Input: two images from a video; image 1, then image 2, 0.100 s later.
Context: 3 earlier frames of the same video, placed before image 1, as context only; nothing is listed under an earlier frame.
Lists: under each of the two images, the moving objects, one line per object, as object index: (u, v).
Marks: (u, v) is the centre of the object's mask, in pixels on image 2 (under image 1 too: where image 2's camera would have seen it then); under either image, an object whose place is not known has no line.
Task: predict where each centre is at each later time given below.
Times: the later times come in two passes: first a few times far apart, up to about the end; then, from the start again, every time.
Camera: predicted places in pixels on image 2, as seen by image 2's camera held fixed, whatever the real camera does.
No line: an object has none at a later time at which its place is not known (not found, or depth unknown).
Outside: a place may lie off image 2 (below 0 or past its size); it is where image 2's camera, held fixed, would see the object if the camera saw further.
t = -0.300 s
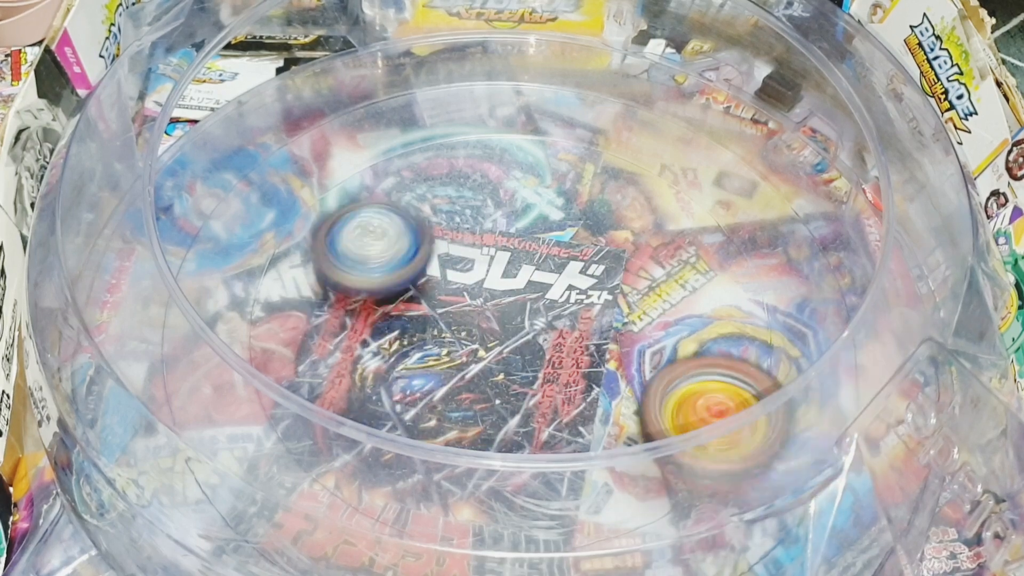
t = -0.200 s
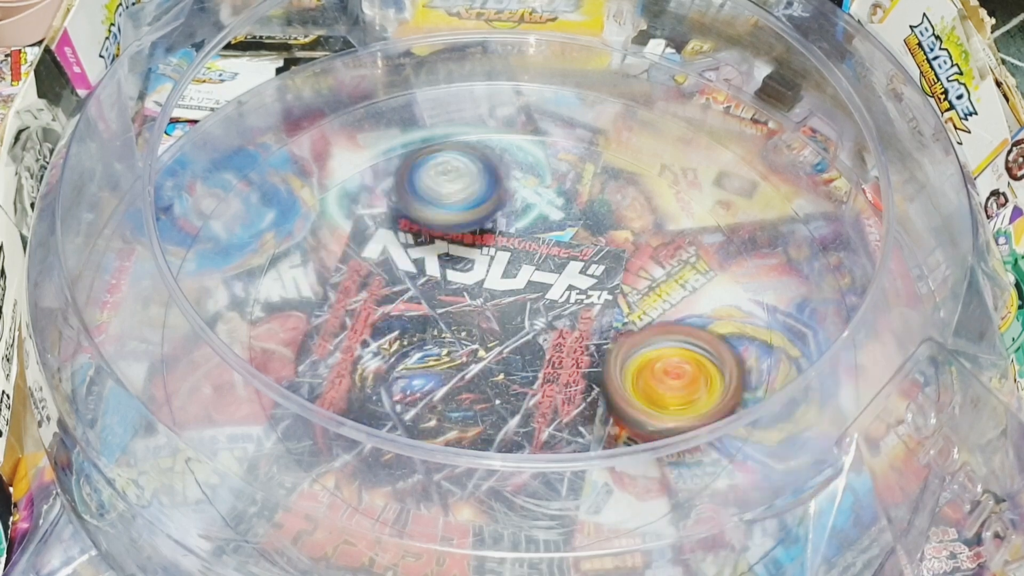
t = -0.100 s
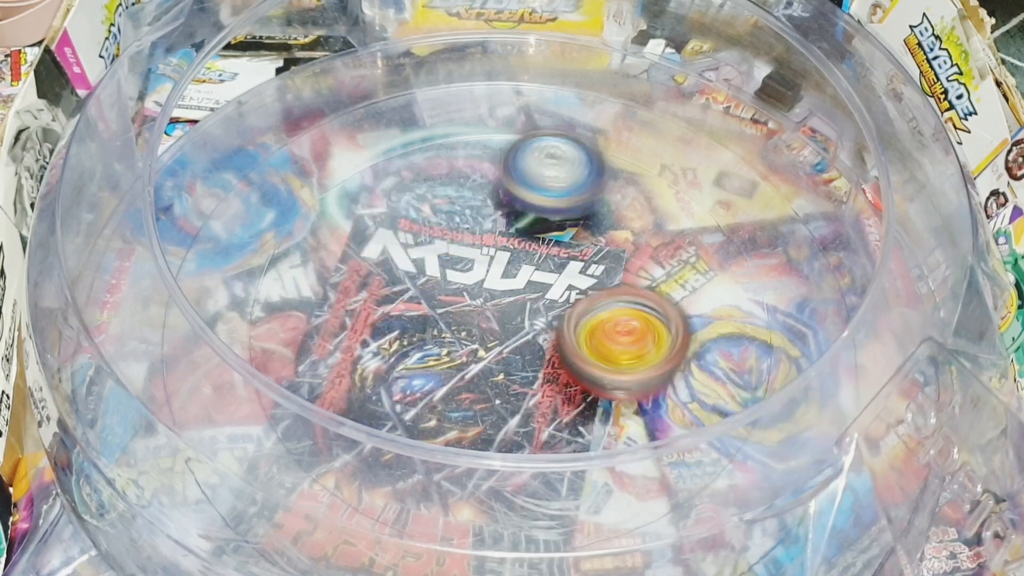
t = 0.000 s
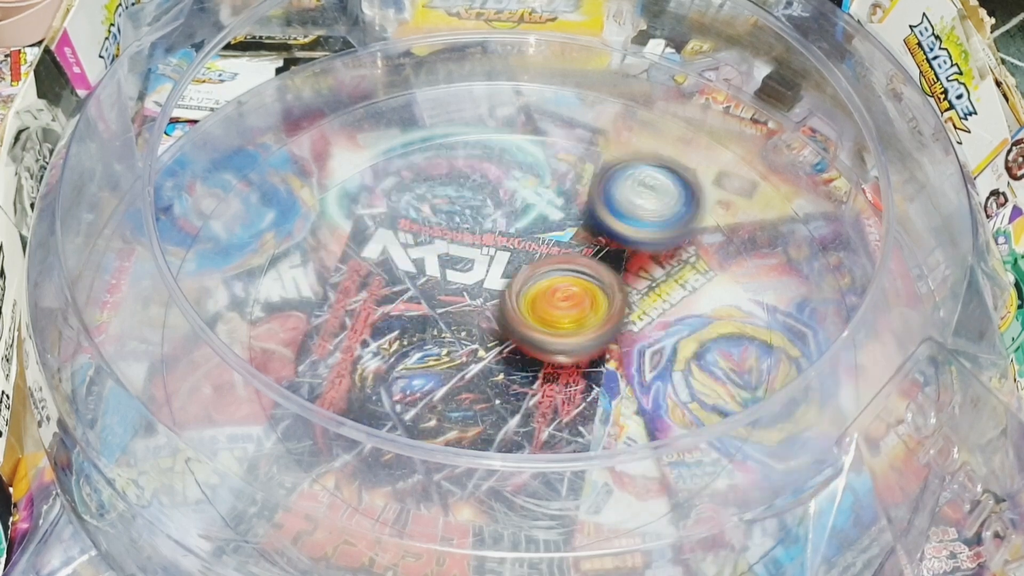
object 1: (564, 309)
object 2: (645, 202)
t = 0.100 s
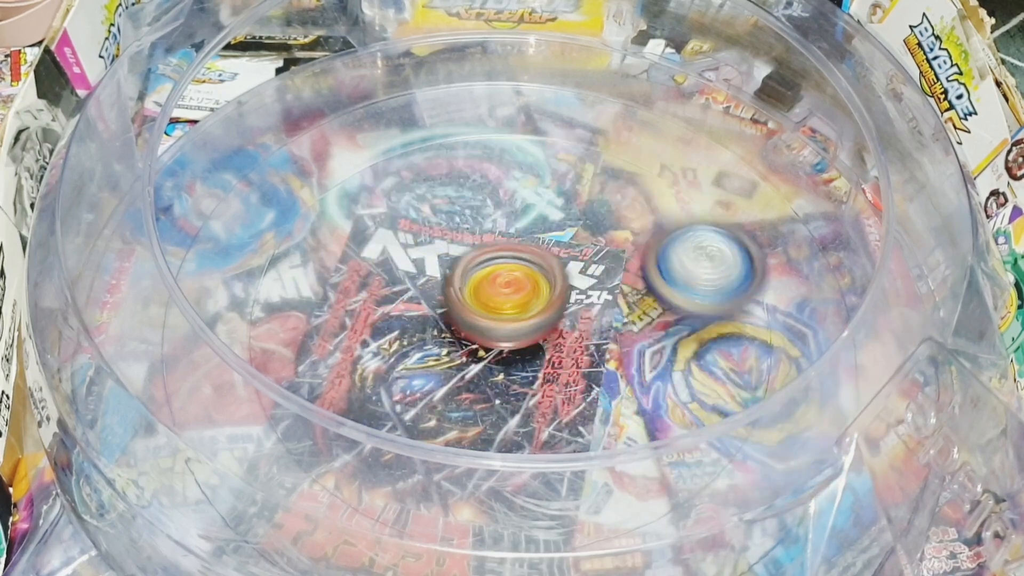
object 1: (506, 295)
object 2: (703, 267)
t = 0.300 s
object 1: (453, 343)
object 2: (627, 426)
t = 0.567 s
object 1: (451, 321)
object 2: (417, 461)
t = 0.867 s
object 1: (504, 245)
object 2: (381, 301)
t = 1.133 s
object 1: (503, 161)
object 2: (571, 297)
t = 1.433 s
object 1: (408, 214)
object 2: (524, 417)
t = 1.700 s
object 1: (482, 247)
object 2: (403, 393)
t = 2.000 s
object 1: (591, 167)
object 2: (422, 347)
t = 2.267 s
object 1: (649, 55)
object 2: (528, 328)
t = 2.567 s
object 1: (674, 66)
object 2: (543, 384)
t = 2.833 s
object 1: (710, 84)
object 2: (506, 339)
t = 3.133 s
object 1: (746, 117)
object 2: (590, 323)
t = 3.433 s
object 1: (737, 164)
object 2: (556, 342)
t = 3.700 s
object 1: (711, 209)
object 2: (546, 286)
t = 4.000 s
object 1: (594, 227)
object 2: (489, 300)
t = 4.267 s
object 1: (562, 215)
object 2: (419, 290)
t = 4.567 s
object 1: (559, 268)
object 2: (393, 251)
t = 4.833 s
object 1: (566, 308)
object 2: (450, 247)
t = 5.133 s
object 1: (660, 353)
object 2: (491, 297)
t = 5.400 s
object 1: (649, 334)
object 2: (486, 352)
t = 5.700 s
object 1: (595, 321)
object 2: (424, 352)
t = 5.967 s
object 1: (585, 326)
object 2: (446, 303)
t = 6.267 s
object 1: (625, 337)
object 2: (475, 274)
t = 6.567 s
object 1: (611, 352)
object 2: (510, 287)
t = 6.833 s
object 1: (597, 370)
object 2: (497, 289)
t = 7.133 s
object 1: (563, 376)
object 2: (498, 285)
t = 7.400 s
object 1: (531, 381)
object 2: (509, 263)
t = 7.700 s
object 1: (488, 382)
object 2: (553, 263)
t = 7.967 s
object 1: (445, 370)
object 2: (565, 291)
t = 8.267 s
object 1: (399, 347)
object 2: (535, 297)
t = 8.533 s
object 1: (408, 320)
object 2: (544, 296)
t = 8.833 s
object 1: (430, 288)
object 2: (562, 316)
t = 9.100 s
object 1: (448, 263)
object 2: (553, 339)
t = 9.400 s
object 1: (477, 236)
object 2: (521, 344)
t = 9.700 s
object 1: (521, 202)
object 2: (521, 355)
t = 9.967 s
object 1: (554, 230)
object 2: (503, 343)
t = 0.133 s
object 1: (491, 296)
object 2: (712, 297)
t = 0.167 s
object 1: (478, 302)
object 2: (711, 327)
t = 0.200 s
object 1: (466, 310)
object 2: (703, 357)
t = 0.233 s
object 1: (460, 320)
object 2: (683, 381)
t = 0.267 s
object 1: (454, 332)
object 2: (657, 400)
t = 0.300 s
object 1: (453, 343)
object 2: (627, 426)
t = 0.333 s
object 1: (459, 353)
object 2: (592, 441)
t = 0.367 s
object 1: (466, 360)
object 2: (554, 452)
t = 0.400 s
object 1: (459, 353)
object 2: (537, 470)
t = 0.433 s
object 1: (451, 342)
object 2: (516, 483)
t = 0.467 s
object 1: (448, 334)
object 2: (485, 485)
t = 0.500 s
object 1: (447, 328)
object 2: (461, 482)
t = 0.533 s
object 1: (449, 323)
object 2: (440, 475)
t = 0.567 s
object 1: (451, 321)
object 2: (417, 461)
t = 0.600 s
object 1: (453, 319)
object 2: (399, 439)
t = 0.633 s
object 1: (456, 318)
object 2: (387, 418)
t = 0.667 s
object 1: (460, 317)
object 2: (380, 388)
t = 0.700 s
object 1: (467, 305)
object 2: (363, 378)
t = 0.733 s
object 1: (480, 289)
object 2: (351, 367)
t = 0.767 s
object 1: (489, 276)
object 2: (347, 355)
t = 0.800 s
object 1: (497, 264)
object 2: (353, 337)
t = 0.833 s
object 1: (502, 255)
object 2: (365, 318)
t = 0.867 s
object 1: (504, 245)
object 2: (381, 301)
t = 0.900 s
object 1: (505, 234)
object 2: (400, 289)
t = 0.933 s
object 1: (517, 217)
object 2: (413, 286)
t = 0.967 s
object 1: (523, 202)
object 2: (431, 283)
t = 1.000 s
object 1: (526, 189)
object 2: (458, 279)
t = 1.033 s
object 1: (526, 179)
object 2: (483, 278)
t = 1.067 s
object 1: (521, 170)
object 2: (515, 280)
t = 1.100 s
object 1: (513, 164)
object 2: (544, 287)
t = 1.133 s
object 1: (503, 161)
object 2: (571, 297)
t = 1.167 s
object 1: (490, 159)
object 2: (592, 310)
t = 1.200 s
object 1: (474, 160)
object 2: (608, 327)
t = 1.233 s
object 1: (458, 162)
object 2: (617, 346)
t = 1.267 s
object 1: (442, 166)
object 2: (617, 364)
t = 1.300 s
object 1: (430, 172)
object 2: (610, 383)
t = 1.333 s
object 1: (421, 180)
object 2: (595, 398)
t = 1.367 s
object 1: (414, 190)
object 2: (574, 408)
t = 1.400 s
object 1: (410, 201)
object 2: (548, 414)
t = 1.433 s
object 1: (408, 214)
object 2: (524, 417)
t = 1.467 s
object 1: (409, 227)
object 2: (498, 416)
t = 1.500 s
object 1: (413, 242)
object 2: (476, 412)
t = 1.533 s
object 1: (419, 256)
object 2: (454, 405)
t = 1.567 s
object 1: (429, 270)
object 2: (434, 395)
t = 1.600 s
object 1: (441, 278)
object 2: (420, 387)
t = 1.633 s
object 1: (456, 264)
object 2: (414, 393)
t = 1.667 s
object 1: (468, 254)
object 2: (407, 395)
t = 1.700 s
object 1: (482, 247)
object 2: (403, 393)
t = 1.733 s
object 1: (494, 245)
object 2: (400, 389)
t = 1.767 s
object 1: (504, 246)
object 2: (400, 382)
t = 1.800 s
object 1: (511, 248)
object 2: (403, 370)
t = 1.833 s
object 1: (516, 251)
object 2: (411, 356)
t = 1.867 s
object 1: (518, 253)
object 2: (425, 340)
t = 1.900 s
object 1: (527, 251)
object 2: (431, 336)
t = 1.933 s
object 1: (553, 219)
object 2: (423, 343)
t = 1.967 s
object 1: (572, 194)
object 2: (421, 347)
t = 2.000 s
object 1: (591, 167)
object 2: (422, 347)
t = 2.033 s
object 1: (603, 139)
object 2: (429, 343)
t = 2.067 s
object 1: (612, 116)
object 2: (437, 338)
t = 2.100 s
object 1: (619, 101)
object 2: (452, 331)
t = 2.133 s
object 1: (627, 86)
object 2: (466, 326)
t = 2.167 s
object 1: (632, 71)
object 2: (483, 323)
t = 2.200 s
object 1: (634, 67)
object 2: (499, 324)
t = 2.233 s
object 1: (642, 61)
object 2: (514, 325)
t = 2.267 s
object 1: (649, 55)
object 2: (528, 328)
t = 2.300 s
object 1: (647, 58)
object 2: (540, 334)
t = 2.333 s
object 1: (646, 62)
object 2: (549, 342)
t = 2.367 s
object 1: (647, 64)
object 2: (556, 349)
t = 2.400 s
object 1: (650, 65)
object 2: (560, 357)
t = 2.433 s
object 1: (655, 64)
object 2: (562, 366)
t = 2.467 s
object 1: (662, 63)
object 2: (560, 373)
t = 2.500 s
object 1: (668, 62)
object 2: (556, 378)
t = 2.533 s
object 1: (672, 63)
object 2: (550, 381)
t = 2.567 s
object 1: (674, 66)
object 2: (543, 384)
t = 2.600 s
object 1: (680, 67)
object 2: (537, 385)
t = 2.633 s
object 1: (686, 68)
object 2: (528, 384)
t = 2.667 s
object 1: (689, 70)
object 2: (520, 380)
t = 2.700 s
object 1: (692, 74)
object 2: (511, 375)
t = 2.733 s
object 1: (697, 76)
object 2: (505, 367)
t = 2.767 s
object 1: (702, 78)
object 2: (502, 358)
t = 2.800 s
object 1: (706, 81)
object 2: (503, 349)
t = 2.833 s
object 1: (710, 84)
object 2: (506, 339)
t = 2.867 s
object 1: (714, 87)
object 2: (513, 331)
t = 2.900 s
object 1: (719, 90)
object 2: (522, 324)
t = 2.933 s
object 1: (723, 93)
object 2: (533, 318)
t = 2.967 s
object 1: (728, 97)
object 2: (545, 314)
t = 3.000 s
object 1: (731, 100)
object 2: (557, 312)
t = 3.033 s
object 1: (736, 104)
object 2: (568, 312)
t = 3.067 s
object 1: (739, 107)
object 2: (578, 315)
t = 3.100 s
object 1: (742, 112)
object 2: (585, 318)
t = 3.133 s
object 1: (746, 117)
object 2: (590, 323)
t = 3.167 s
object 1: (749, 121)
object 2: (595, 328)
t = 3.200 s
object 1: (752, 126)
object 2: (598, 333)
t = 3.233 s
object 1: (754, 130)
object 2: (597, 338)
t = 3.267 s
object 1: (754, 135)
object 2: (594, 342)
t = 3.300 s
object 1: (747, 141)
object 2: (589, 345)
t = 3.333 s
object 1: (740, 148)
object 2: (582, 347)
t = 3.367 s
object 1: (737, 153)
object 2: (574, 348)
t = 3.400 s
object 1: (737, 159)
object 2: (565, 346)
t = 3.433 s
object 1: (737, 164)
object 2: (556, 342)
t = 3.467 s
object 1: (737, 171)
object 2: (548, 337)
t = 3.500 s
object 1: (738, 176)
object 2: (543, 330)
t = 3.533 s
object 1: (737, 182)
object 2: (539, 322)
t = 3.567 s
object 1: (736, 187)
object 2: (537, 314)
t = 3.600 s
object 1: (734, 192)
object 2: (537, 306)
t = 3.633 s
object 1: (731, 197)
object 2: (538, 298)
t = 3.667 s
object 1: (726, 203)
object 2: (540, 292)
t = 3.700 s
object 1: (711, 209)
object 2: (546, 286)
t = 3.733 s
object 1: (694, 215)
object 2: (552, 280)
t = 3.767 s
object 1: (678, 222)
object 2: (559, 277)
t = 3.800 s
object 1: (672, 218)
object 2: (548, 286)
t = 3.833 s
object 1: (665, 214)
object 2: (536, 297)
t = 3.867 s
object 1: (653, 214)
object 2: (525, 305)
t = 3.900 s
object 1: (639, 215)
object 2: (516, 308)
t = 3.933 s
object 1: (625, 218)
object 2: (507, 308)
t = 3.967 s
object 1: (608, 223)
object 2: (500, 304)
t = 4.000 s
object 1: (594, 227)
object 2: (489, 300)
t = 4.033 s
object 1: (591, 221)
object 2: (471, 305)
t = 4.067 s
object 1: (582, 219)
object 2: (458, 307)
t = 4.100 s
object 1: (572, 220)
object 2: (449, 304)
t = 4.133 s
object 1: (563, 221)
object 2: (445, 301)
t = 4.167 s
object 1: (553, 224)
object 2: (444, 295)
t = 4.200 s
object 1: (550, 223)
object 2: (439, 291)
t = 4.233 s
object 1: (557, 216)
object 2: (425, 291)
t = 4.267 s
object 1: (562, 215)
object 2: (419, 290)
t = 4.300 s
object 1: (563, 217)
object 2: (415, 286)
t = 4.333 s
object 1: (559, 224)
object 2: (415, 282)
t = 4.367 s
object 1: (552, 232)
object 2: (416, 276)
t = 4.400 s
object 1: (542, 242)
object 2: (417, 269)
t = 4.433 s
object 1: (547, 249)
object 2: (404, 266)
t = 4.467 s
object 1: (552, 253)
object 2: (397, 264)
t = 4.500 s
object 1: (555, 259)
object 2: (394, 260)
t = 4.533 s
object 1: (558, 264)
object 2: (393, 255)
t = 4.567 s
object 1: (559, 268)
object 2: (393, 251)
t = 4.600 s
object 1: (559, 273)
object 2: (395, 245)
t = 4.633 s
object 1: (559, 277)
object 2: (398, 241)
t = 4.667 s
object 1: (559, 282)
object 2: (403, 238)
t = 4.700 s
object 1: (559, 287)
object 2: (411, 235)
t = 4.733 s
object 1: (559, 292)
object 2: (421, 236)
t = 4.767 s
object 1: (559, 296)
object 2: (432, 239)
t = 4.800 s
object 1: (559, 299)
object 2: (443, 244)
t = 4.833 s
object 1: (566, 308)
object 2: (450, 247)
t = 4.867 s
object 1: (574, 317)
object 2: (456, 248)
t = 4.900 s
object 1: (580, 324)
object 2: (465, 252)
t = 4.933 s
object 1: (582, 329)
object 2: (476, 261)
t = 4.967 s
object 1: (584, 334)
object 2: (484, 268)
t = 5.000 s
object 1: (601, 343)
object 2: (483, 271)
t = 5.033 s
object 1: (617, 350)
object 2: (482, 275)
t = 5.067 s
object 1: (634, 354)
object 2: (485, 281)
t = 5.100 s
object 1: (649, 355)
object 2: (488, 289)
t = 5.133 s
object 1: (660, 353)
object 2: (491, 297)
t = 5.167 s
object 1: (667, 351)
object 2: (494, 307)
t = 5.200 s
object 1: (671, 349)
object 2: (495, 316)
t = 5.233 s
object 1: (671, 347)
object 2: (496, 323)
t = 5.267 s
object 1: (669, 343)
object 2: (495, 330)
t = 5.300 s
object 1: (666, 340)
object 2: (493, 337)
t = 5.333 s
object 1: (661, 338)
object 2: (492, 344)
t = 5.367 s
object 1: (655, 336)
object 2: (490, 348)
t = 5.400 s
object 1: (649, 334)
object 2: (486, 352)
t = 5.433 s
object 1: (643, 333)
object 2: (482, 356)
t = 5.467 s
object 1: (635, 332)
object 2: (478, 359)
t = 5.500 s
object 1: (628, 331)
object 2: (475, 359)
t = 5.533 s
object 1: (617, 331)
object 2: (472, 360)
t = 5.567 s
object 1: (607, 329)
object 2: (464, 360)
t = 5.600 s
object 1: (594, 329)
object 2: (460, 360)
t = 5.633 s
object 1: (589, 329)
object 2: (451, 361)
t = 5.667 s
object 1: (594, 324)
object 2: (434, 357)
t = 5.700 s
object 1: (595, 321)
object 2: (424, 352)
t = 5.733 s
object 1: (592, 320)
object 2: (421, 346)
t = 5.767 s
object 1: (587, 321)
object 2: (420, 338)
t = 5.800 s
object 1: (581, 322)
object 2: (426, 334)
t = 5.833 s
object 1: (574, 325)
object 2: (433, 327)
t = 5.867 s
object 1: (575, 327)
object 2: (436, 321)
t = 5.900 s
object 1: (583, 327)
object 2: (432, 314)
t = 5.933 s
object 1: (586, 326)
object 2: (437, 307)
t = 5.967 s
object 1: (585, 326)
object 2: (446, 303)
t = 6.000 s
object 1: (585, 327)
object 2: (455, 300)
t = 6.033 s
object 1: (591, 329)
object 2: (457, 295)
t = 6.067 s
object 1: (594, 328)
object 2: (463, 292)
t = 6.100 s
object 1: (594, 328)
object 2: (472, 290)
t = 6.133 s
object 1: (610, 333)
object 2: (468, 284)
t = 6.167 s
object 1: (621, 337)
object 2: (463, 278)
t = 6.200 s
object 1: (628, 337)
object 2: (464, 275)
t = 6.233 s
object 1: (628, 337)
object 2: (469, 274)
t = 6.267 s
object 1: (625, 337)
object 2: (475, 274)
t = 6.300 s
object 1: (621, 337)
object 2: (483, 277)
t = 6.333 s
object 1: (615, 337)
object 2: (494, 279)
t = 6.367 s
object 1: (612, 337)
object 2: (501, 281)
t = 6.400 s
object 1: (616, 340)
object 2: (500, 280)
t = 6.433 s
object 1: (616, 342)
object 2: (503, 281)
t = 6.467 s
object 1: (615, 343)
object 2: (506, 282)
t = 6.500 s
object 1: (614, 347)
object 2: (508, 284)
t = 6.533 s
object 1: (614, 350)
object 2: (509, 285)
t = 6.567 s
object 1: (611, 352)
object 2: (510, 287)
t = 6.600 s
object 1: (610, 355)
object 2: (508, 287)
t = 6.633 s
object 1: (608, 357)
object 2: (507, 290)
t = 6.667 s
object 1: (608, 362)
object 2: (505, 289)
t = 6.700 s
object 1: (609, 365)
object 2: (500, 287)
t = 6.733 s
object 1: (609, 366)
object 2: (497, 286)
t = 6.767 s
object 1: (606, 368)
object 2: (495, 286)
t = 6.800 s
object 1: (601, 369)
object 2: (496, 289)
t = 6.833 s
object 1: (597, 370)
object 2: (497, 289)
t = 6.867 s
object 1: (591, 371)
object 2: (498, 291)
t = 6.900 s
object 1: (585, 371)
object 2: (500, 292)
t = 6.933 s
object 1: (585, 377)
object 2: (497, 289)
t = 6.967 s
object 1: (585, 381)
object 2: (495, 288)
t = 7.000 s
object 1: (583, 381)
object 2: (494, 286)
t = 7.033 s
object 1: (578, 381)
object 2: (495, 286)
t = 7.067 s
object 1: (572, 379)
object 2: (496, 286)
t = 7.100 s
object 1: (567, 376)
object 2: (498, 287)
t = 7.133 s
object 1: (563, 376)
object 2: (498, 285)
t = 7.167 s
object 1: (558, 379)
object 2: (497, 283)
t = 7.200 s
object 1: (553, 378)
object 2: (498, 282)
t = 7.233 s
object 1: (551, 381)
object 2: (497, 279)
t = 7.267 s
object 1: (549, 385)
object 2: (496, 271)
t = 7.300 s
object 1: (545, 387)
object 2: (498, 266)
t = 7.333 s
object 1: (541, 385)
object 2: (501, 263)
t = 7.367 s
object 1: (537, 383)
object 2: (505, 262)
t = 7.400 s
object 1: (531, 381)
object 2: (509, 263)
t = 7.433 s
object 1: (526, 377)
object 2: (514, 265)
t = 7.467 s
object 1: (520, 373)
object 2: (518, 270)
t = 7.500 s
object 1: (515, 378)
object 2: (522, 267)
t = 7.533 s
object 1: (508, 386)
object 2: (526, 255)
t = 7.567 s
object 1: (504, 388)
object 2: (532, 251)
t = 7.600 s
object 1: (500, 388)
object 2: (538, 252)
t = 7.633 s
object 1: (495, 388)
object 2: (544, 254)
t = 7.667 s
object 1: (491, 386)
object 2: (549, 257)
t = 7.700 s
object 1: (488, 382)
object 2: (553, 263)
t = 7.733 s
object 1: (484, 378)
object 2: (555, 270)
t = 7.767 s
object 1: (480, 373)
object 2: (554, 277)
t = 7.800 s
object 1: (476, 370)
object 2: (553, 284)
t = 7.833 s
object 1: (464, 375)
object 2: (559, 280)
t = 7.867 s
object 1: (457, 376)
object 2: (564, 277)
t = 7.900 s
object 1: (452, 375)
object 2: (566, 279)
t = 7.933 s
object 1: (448, 374)
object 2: (567, 284)
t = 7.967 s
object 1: (445, 370)
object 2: (565, 291)
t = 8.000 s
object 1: (443, 366)
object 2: (562, 297)
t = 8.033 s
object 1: (440, 362)
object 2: (556, 302)
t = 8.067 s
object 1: (436, 360)
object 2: (549, 305)
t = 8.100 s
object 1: (430, 357)
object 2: (545, 306)
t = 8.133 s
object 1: (425, 356)
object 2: (541, 306)
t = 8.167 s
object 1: (419, 353)
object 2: (537, 306)
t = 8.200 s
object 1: (415, 350)
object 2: (534, 305)
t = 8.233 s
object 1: (412, 347)
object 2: (530, 304)
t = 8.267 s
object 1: (399, 347)
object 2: (535, 297)
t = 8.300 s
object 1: (394, 346)
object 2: (540, 293)
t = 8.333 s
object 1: (392, 344)
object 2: (543, 290)
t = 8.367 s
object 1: (391, 341)
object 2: (544, 290)
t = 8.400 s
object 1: (392, 337)
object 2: (544, 291)
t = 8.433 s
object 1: (394, 333)
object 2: (545, 291)
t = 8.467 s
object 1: (398, 329)
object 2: (545, 292)
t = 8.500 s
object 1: (402, 324)
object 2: (545, 294)
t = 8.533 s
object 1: (408, 320)
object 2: (544, 296)
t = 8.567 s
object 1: (413, 316)
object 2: (543, 297)
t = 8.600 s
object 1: (406, 313)
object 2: (556, 295)
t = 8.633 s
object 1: (404, 310)
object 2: (565, 295)
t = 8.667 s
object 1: (405, 306)
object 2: (569, 296)
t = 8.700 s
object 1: (408, 302)
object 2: (570, 300)
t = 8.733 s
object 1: (413, 299)
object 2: (569, 305)
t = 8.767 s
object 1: (420, 295)
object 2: (568, 308)
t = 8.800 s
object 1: (426, 292)
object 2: (564, 312)
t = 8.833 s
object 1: (430, 288)
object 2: (562, 316)
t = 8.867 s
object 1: (427, 284)
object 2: (570, 319)
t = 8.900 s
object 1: (428, 281)
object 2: (572, 321)
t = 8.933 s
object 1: (432, 278)
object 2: (570, 324)
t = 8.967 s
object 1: (436, 276)
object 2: (565, 327)
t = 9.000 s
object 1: (441, 273)
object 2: (560, 330)
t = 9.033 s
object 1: (442, 269)
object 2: (559, 334)
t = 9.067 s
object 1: (444, 266)
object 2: (557, 337)
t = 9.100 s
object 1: (448, 263)
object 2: (553, 339)
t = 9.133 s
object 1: (451, 259)
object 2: (551, 341)
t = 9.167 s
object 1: (449, 250)
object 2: (553, 346)
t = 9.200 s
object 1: (451, 247)
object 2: (552, 348)
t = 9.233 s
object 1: (454, 244)
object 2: (548, 350)
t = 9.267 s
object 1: (457, 242)
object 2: (544, 352)
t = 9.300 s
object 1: (462, 240)
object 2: (539, 352)
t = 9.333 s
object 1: (468, 237)
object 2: (534, 351)
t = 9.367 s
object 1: (472, 237)
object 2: (527, 348)
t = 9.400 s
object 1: (477, 236)
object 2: (521, 344)
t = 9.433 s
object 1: (482, 232)
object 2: (519, 343)
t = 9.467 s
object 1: (485, 224)
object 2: (519, 345)
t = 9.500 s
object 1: (488, 221)
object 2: (518, 344)
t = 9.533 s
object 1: (493, 219)
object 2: (517, 342)
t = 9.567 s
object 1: (499, 218)
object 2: (518, 339)
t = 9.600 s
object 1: (504, 219)
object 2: (518, 336)
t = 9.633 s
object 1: (510, 220)
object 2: (519, 334)
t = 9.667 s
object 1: (515, 209)
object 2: (521, 346)
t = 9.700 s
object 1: (521, 202)
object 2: (521, 355)
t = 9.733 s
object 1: (526, 200)
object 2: (519, 359)
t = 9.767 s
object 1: (531, 200)
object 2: (516, 361)
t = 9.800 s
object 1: (536, 202)
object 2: (513, 360)
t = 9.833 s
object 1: (539, 205)
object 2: (510, 359)
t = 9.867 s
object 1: (542, 210)
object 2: (507, 355)
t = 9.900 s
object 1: (546, 215)
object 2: (505, 352)
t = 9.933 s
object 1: (550, 221)
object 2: (502, 347)
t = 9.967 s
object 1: (554, 230)
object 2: (503, 343)
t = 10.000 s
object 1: (557, 237)
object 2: (502, 341)
